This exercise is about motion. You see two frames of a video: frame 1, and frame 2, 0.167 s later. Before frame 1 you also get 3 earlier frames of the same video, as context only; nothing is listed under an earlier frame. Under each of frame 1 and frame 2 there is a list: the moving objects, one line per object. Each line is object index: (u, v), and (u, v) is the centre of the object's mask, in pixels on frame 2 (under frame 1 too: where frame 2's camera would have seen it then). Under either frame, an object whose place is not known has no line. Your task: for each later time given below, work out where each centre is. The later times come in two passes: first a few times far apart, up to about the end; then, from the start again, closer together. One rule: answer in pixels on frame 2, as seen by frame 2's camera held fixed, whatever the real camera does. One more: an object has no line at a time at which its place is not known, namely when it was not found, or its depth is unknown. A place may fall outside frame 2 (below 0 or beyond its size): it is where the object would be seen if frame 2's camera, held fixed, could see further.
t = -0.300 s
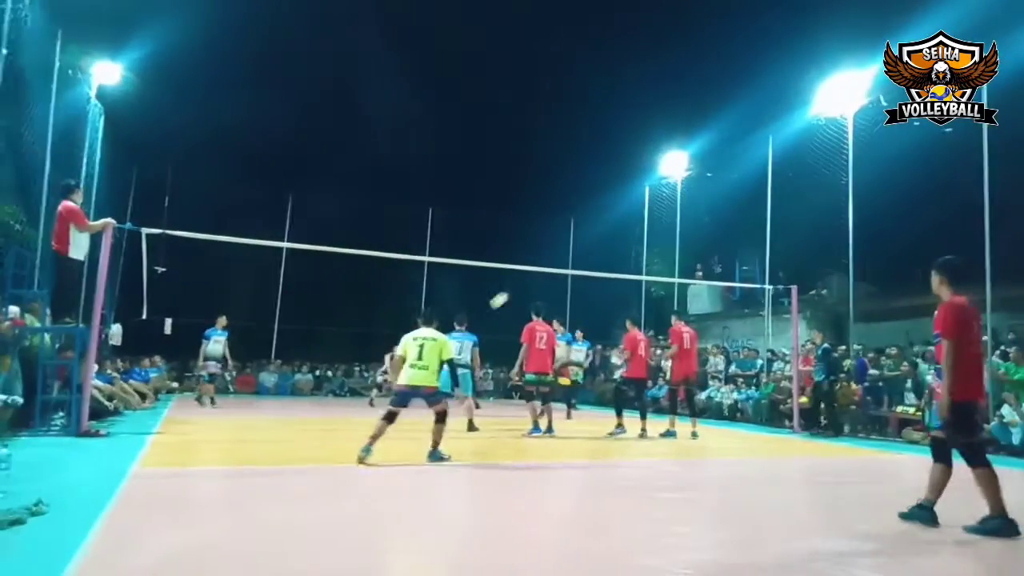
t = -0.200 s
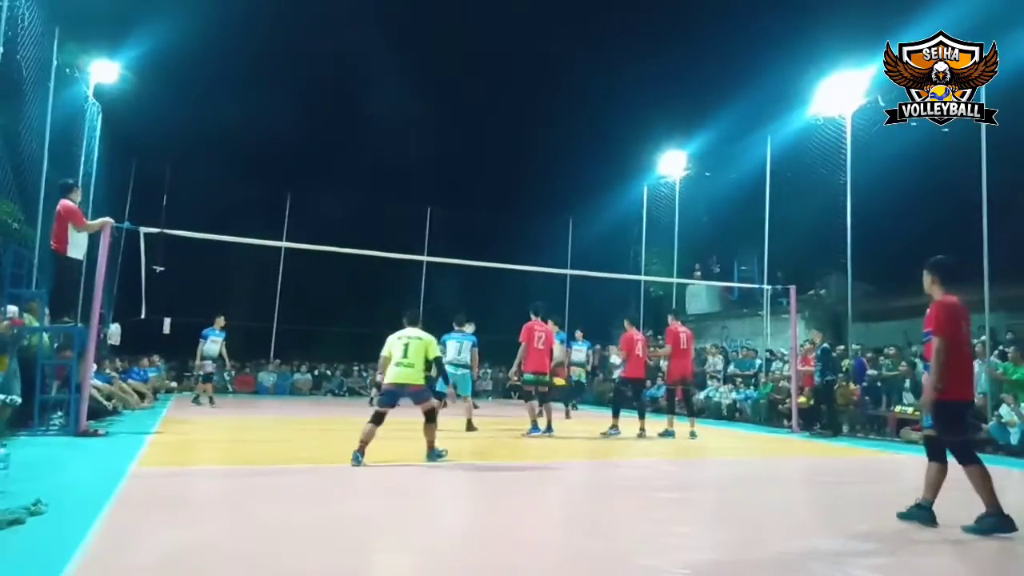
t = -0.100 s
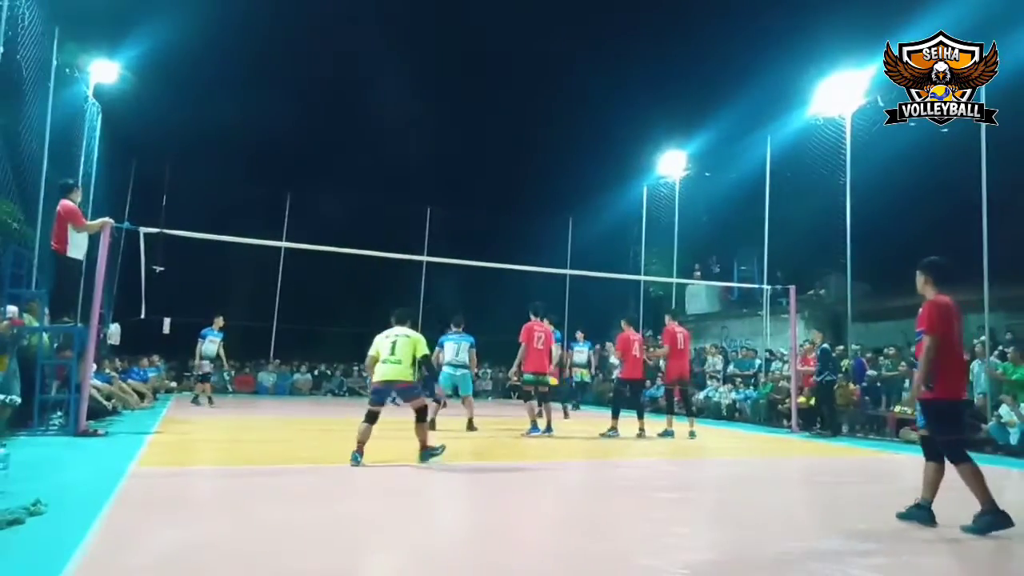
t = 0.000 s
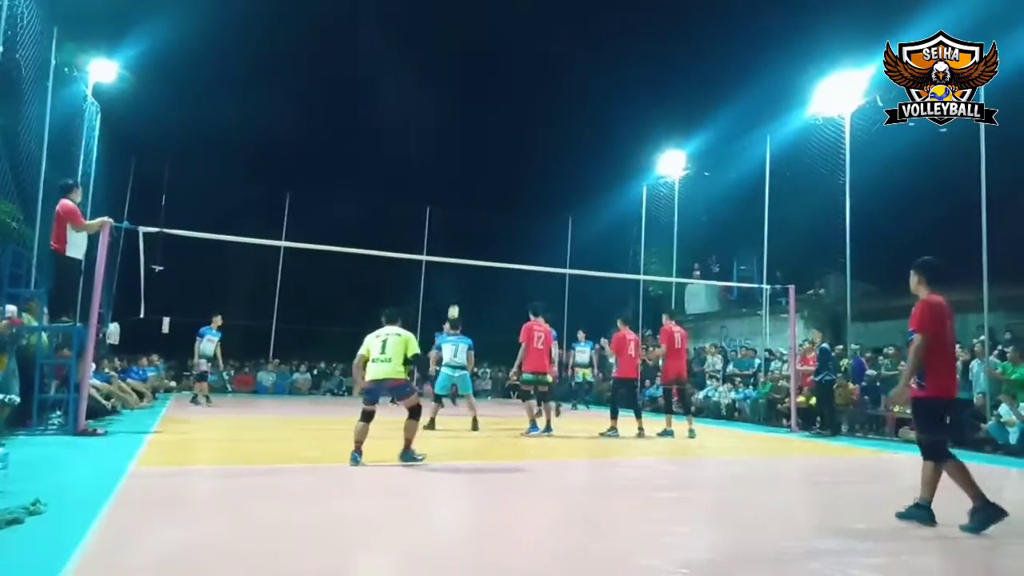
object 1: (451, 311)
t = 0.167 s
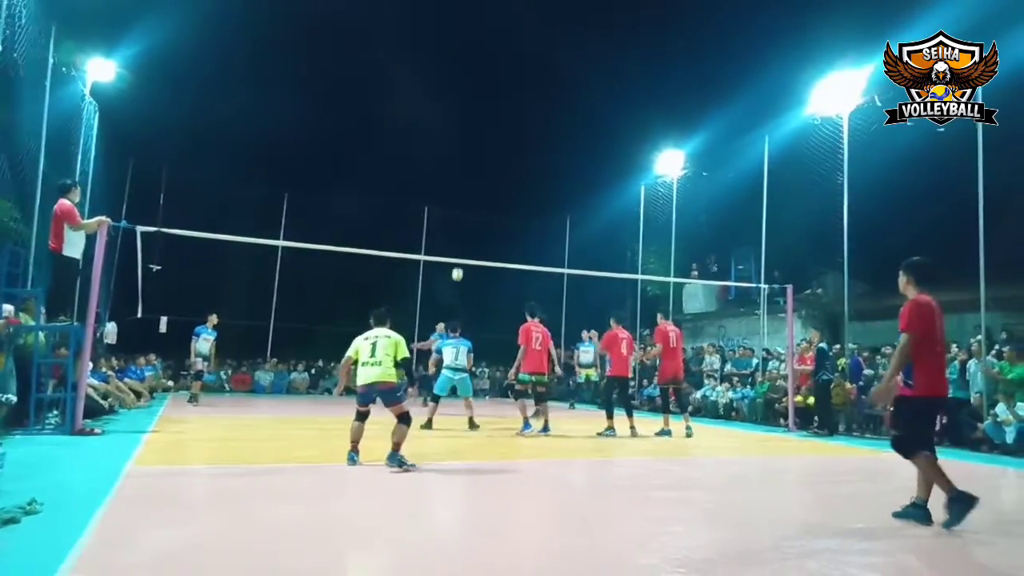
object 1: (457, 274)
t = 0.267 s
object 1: (461, 256)
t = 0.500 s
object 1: (469, 239)
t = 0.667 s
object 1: (474, 239)
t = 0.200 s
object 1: (458, 269)
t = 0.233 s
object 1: (460, 263)
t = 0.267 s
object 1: (461, 256)
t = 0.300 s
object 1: (462, 253)
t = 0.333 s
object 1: (464, 250)
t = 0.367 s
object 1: (465, 246)
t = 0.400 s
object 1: (466, 244)
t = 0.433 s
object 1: (468, 241)
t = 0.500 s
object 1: (469, 239)
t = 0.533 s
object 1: (470, 238)
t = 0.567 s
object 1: (471, 237)
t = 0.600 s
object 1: (472, 237)
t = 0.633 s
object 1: (474, 238)
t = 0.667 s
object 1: (474, 239)
